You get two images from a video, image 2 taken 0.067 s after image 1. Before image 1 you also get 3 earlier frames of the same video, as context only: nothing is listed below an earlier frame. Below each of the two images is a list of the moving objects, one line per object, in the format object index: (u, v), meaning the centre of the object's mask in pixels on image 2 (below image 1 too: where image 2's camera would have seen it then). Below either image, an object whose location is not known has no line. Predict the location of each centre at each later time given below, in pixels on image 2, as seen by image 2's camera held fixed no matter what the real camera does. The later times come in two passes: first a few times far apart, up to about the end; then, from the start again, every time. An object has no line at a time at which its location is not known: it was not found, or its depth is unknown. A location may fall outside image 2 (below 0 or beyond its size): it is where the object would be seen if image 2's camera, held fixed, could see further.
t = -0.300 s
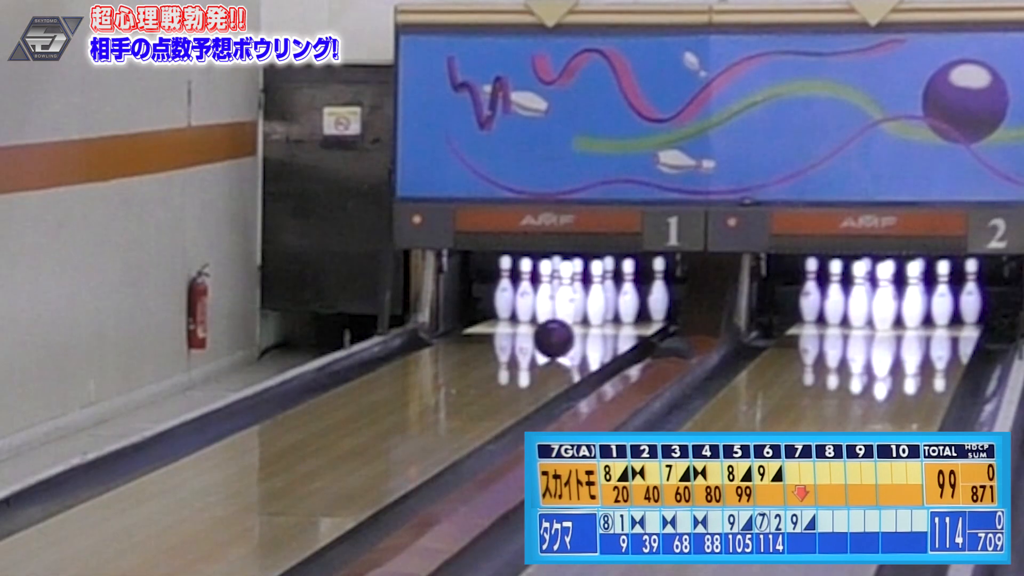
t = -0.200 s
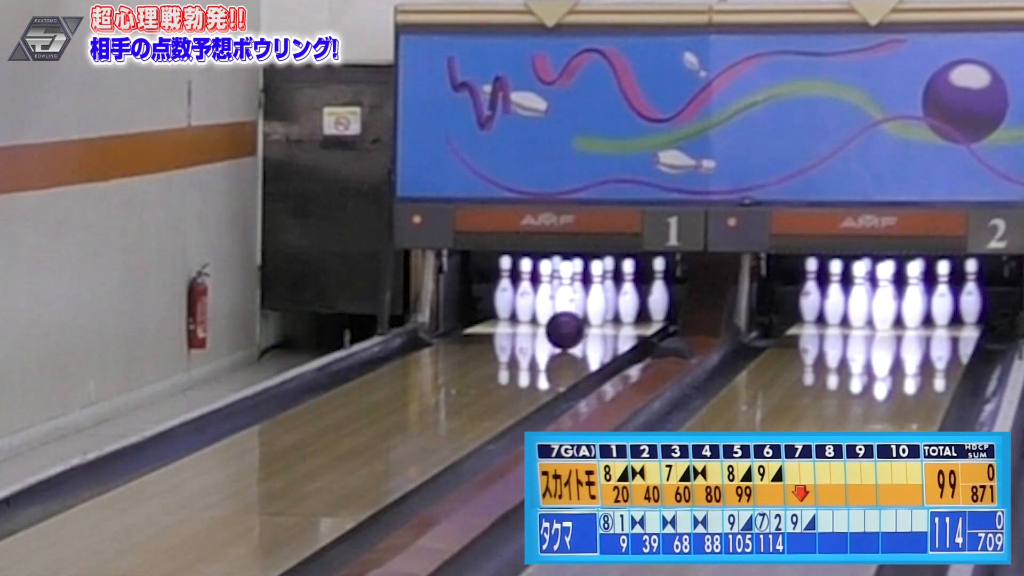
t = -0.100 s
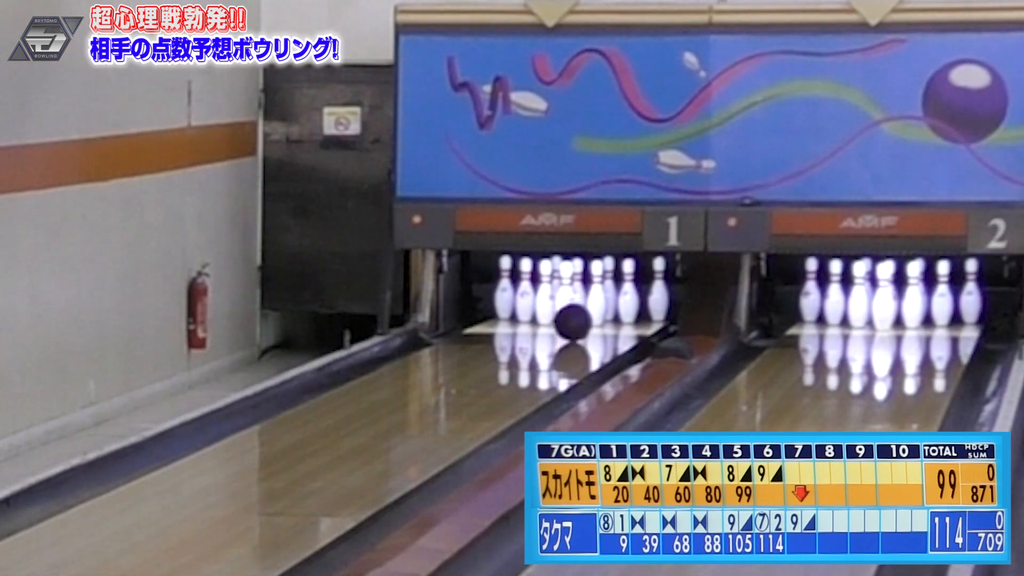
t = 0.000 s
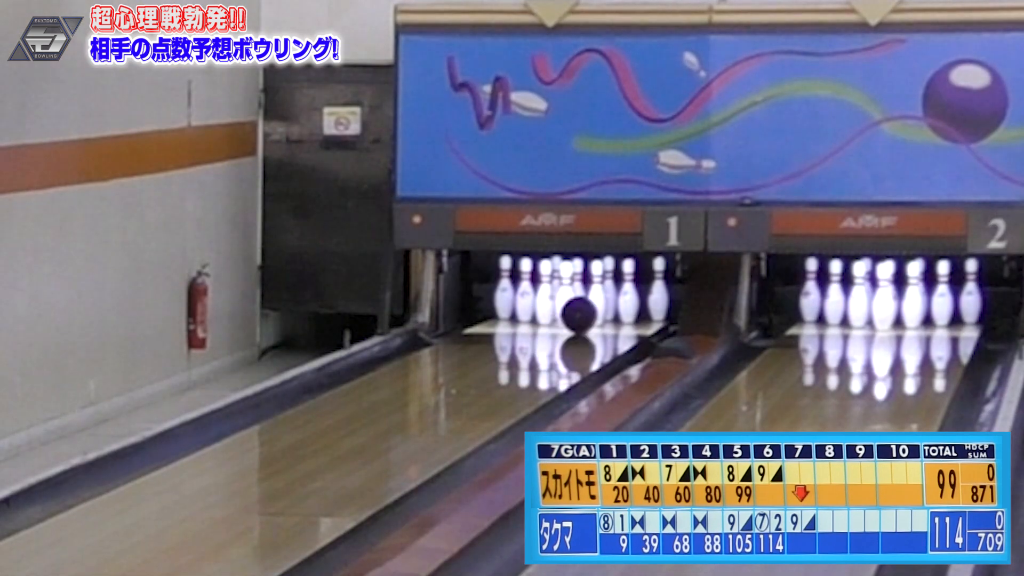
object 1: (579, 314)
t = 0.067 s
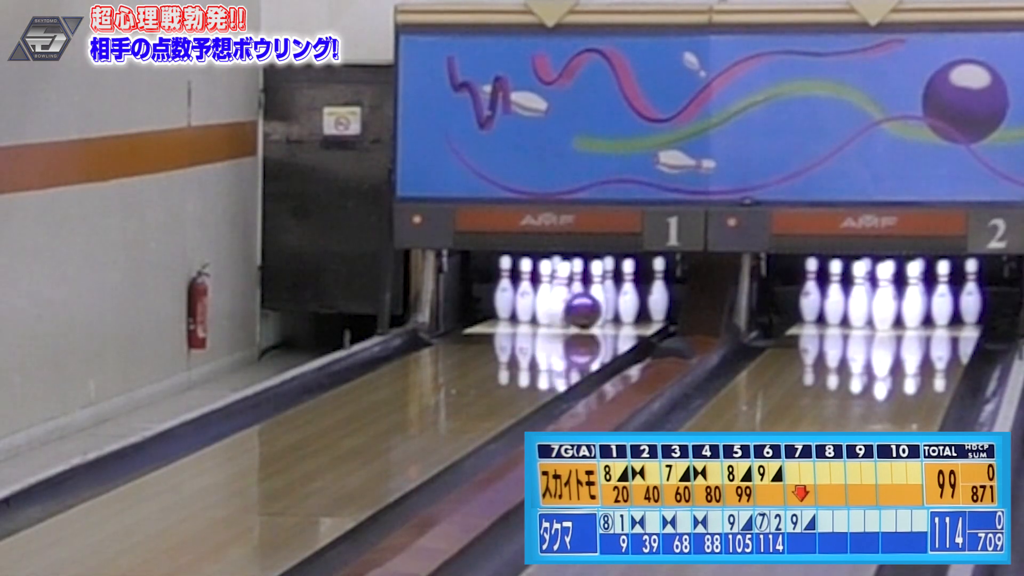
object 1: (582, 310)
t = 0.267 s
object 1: (611, 303)
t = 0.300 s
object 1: (617, 302)
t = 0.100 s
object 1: (590, 308)
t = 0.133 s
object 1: (593, 307)
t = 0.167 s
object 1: (597, 306)
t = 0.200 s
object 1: (601, 304)
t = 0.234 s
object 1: (607, 304)
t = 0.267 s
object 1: (611, 303)
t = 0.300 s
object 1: (617, 302)
